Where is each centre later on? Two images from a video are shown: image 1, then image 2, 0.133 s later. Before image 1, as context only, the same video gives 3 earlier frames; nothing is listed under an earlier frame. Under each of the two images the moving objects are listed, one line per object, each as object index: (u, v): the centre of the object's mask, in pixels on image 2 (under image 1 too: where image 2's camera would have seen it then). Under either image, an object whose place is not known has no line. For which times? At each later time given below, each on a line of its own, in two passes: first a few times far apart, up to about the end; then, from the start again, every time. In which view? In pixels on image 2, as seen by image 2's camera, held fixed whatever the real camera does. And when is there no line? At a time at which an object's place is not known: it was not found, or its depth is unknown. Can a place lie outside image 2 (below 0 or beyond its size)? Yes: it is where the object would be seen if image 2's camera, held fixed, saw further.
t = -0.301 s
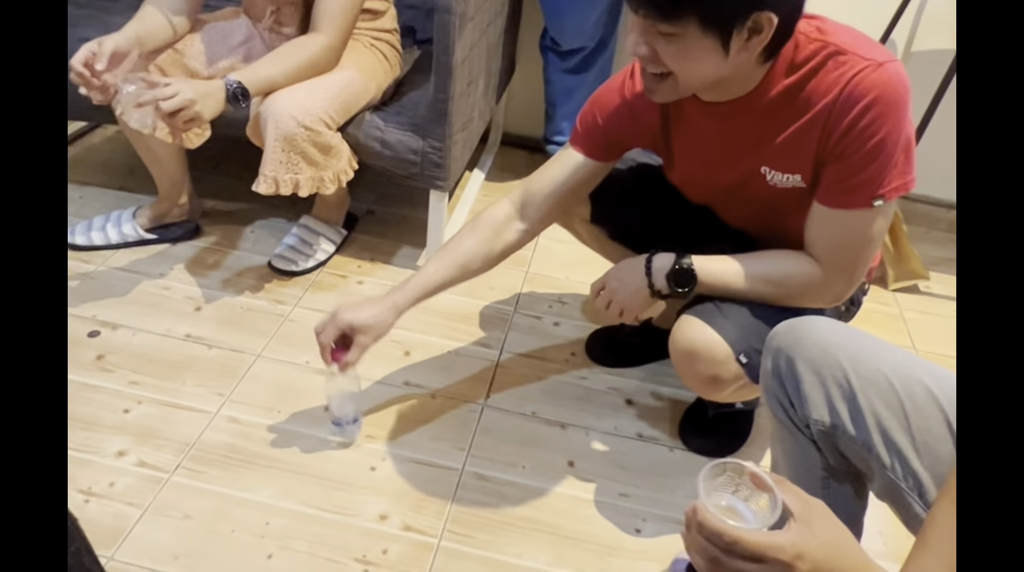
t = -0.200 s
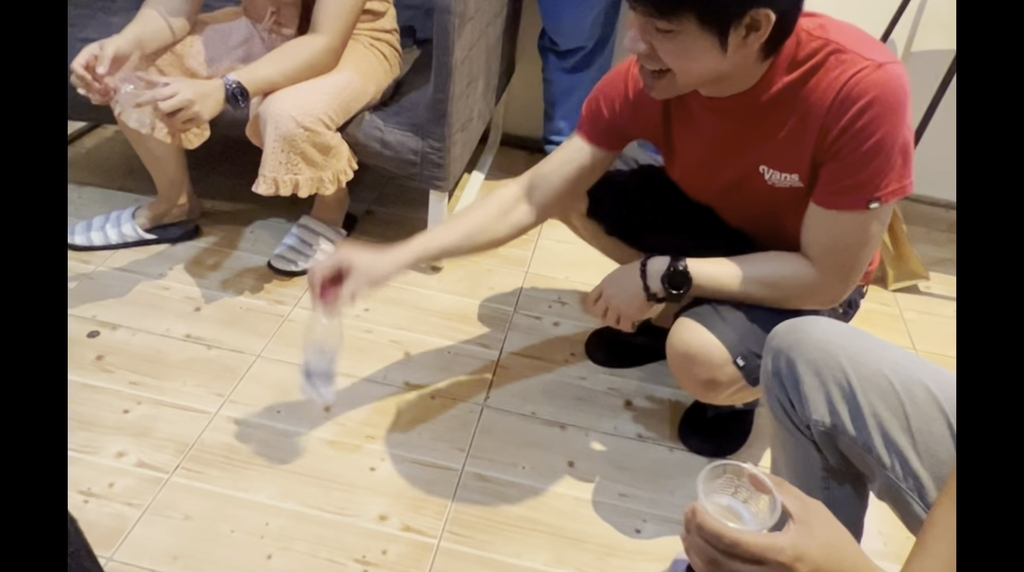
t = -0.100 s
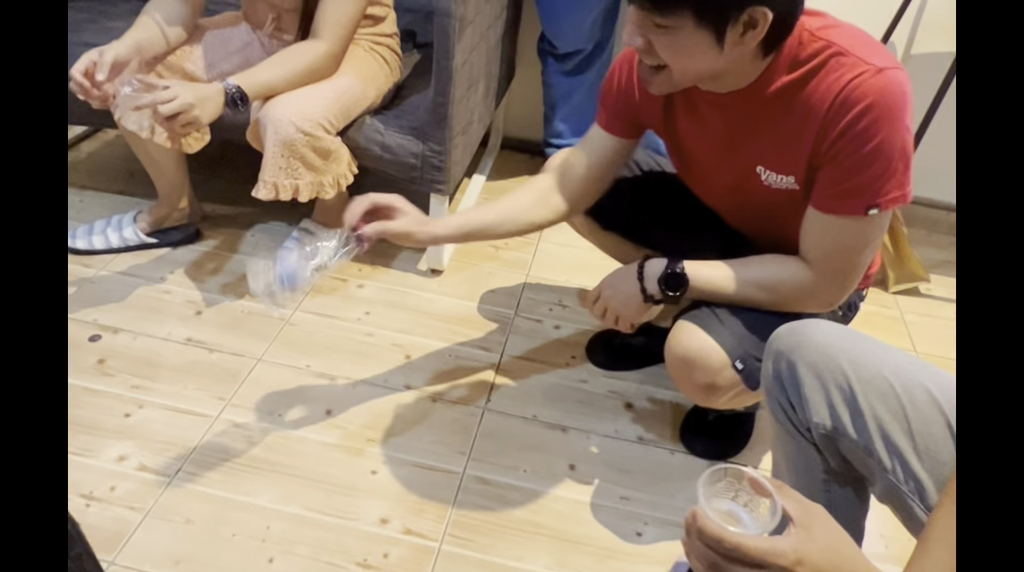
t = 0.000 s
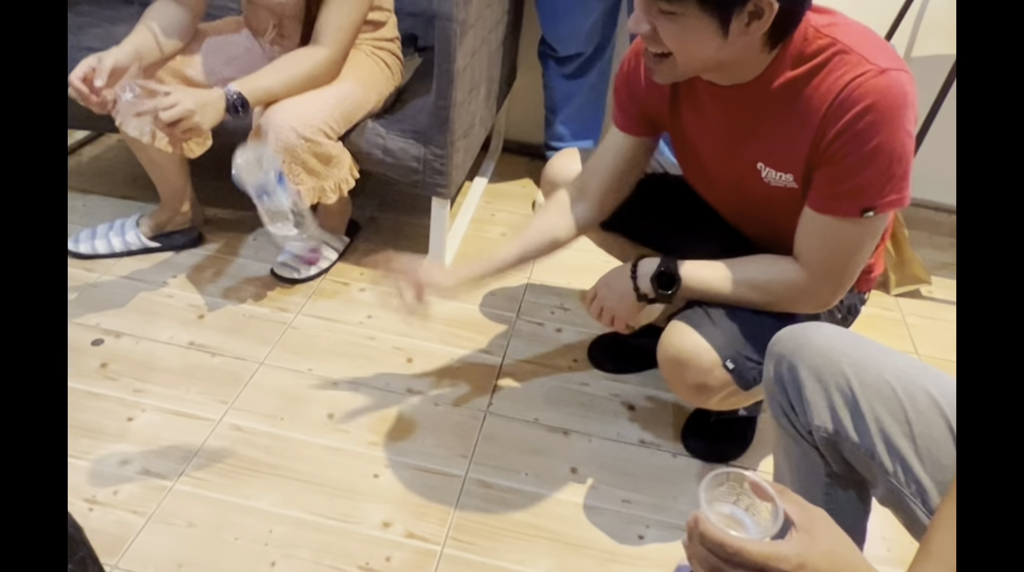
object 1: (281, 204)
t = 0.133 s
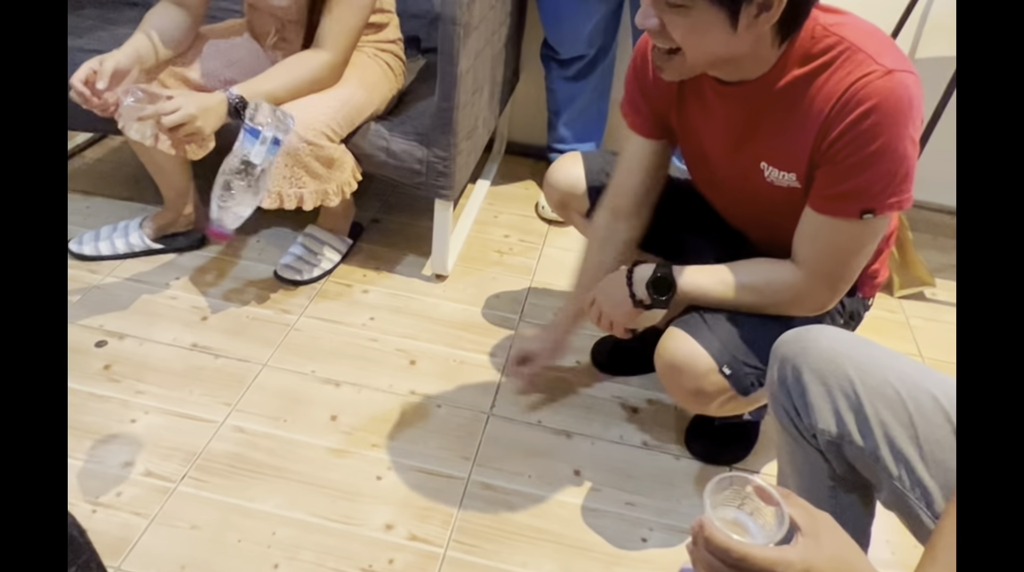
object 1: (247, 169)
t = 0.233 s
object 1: (242, 215)
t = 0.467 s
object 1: (249, 430)
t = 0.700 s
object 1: (225, 437)
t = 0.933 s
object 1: (222, 441)
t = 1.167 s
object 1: (223, 441)
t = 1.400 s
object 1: (224, 438)
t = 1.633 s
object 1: (222, 440)
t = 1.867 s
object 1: (223, 439)
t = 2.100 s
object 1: (223, 438)
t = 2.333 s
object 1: (223, 439)
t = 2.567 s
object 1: (223, 439)
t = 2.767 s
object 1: (223, 439)
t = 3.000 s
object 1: (223, 438)
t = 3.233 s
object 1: (223, 438)
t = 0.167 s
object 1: (244, 176)
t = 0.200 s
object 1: (241, 193)
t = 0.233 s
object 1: (242, 215)
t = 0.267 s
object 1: (242, 243)
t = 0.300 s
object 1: (246, 272)
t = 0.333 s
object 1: (244, 309)
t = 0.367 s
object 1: (245, 349)
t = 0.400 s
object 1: (254, 390)
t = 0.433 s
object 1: (253, 430)
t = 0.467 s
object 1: (249, 430)
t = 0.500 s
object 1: (246, 426)
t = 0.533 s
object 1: (240, 429)
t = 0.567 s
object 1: (235, 434)
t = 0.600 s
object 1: (230, 433)
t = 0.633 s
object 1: (226, 435)
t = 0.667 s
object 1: (225, 436)
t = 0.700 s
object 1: (225, 437)
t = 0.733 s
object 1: (225, 437)
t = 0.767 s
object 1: (225, 437)
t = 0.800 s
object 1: (224, 438)
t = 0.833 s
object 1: (224, 439)
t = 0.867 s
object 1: (223, 441)
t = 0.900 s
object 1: (223, 441)
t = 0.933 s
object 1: (222, 441)
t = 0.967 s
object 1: (223, 442)
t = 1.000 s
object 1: (223, 442)
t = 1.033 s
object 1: (223, 442)
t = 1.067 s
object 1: (224, 441)
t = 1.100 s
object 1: (222, 442)
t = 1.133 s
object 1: (224, 441)
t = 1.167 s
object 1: (223, 441)
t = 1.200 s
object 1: (223, 440)
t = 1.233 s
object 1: (223, 440)
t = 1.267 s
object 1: (223, 439)
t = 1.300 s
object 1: (224, 438)
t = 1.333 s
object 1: (225, 438)
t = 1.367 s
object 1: (223, 438)
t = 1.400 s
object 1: (224, 438)
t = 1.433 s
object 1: (223, 438)
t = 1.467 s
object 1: (223, 438)
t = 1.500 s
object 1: (224, 438)
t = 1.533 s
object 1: (223, 438)
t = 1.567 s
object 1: (223, 439)
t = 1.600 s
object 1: (223, 439)
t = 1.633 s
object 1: (222, 440)
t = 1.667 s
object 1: (222, 440)
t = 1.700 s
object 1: (223, 440)
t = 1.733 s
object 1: (223, 440)
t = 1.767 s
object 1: (223, 439)
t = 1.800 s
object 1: (223, 439)
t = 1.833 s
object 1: (222, 439)
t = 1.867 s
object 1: (223, 439)
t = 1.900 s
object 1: (223, 439)
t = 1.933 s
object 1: (223, 439)
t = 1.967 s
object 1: (223, 438)
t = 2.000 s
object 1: (223, 438)
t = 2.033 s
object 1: (223, 438)
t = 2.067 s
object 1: (222, 439)
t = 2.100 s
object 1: (223, 438)
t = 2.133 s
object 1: (223, 439)
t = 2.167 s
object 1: (223, 439)
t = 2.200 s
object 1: (223, 439)
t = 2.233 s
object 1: (223, 439)
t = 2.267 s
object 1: (223, 439)
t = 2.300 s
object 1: (223, 439)
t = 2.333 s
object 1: (223, 439)
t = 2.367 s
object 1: (223, 439)
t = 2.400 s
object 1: (223, 439)
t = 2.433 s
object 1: (223, 439)
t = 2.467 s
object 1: (223, 439)
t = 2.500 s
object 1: (223, 439)
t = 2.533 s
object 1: (223, 439)
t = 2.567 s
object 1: (223, 439)
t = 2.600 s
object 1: (223, 439)
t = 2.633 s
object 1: (223, 439)
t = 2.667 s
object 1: (223, 439)
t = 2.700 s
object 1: (223, 439)
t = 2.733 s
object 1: (223, 439)
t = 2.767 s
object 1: (223, 439)
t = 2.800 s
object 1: (223, 439)
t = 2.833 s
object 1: (223, 439)
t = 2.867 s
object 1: (223, 439)
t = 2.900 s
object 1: (223, 438)
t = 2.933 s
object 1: (223, 438)
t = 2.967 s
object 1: (223, 438)
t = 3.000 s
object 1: (223, 438)
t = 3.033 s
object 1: (223, 439)
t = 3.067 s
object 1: (223, 438)
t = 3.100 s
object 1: (223, 439)
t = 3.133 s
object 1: (223, 438)
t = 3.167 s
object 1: (223, 438)
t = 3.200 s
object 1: (223, 439)
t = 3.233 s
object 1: (223, 438)
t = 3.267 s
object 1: (223, 438)
